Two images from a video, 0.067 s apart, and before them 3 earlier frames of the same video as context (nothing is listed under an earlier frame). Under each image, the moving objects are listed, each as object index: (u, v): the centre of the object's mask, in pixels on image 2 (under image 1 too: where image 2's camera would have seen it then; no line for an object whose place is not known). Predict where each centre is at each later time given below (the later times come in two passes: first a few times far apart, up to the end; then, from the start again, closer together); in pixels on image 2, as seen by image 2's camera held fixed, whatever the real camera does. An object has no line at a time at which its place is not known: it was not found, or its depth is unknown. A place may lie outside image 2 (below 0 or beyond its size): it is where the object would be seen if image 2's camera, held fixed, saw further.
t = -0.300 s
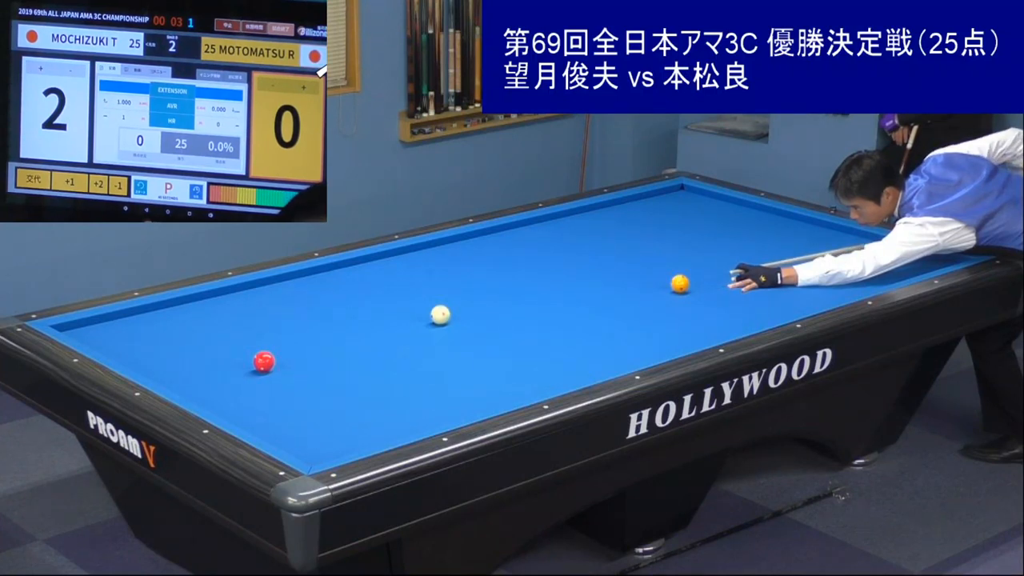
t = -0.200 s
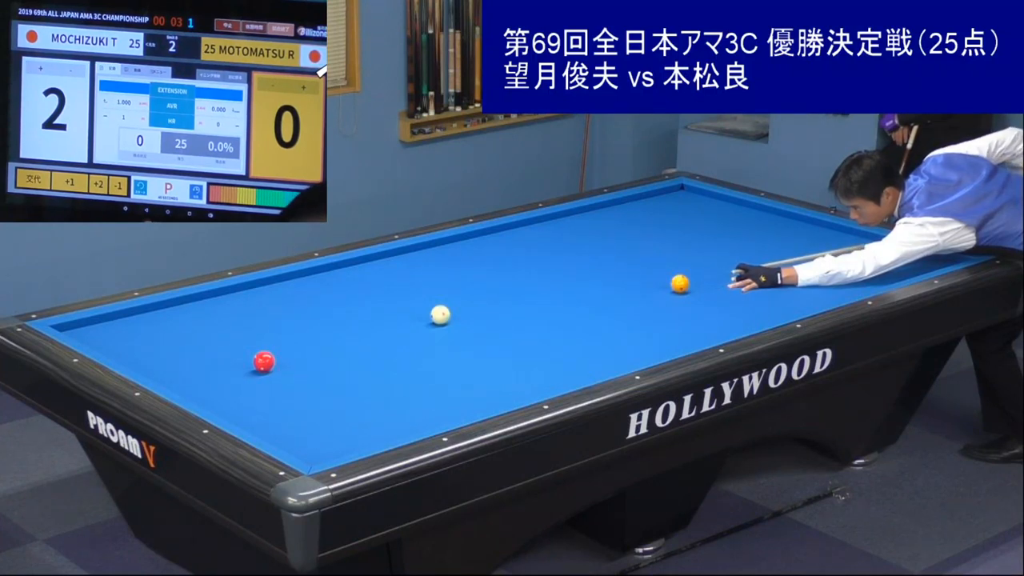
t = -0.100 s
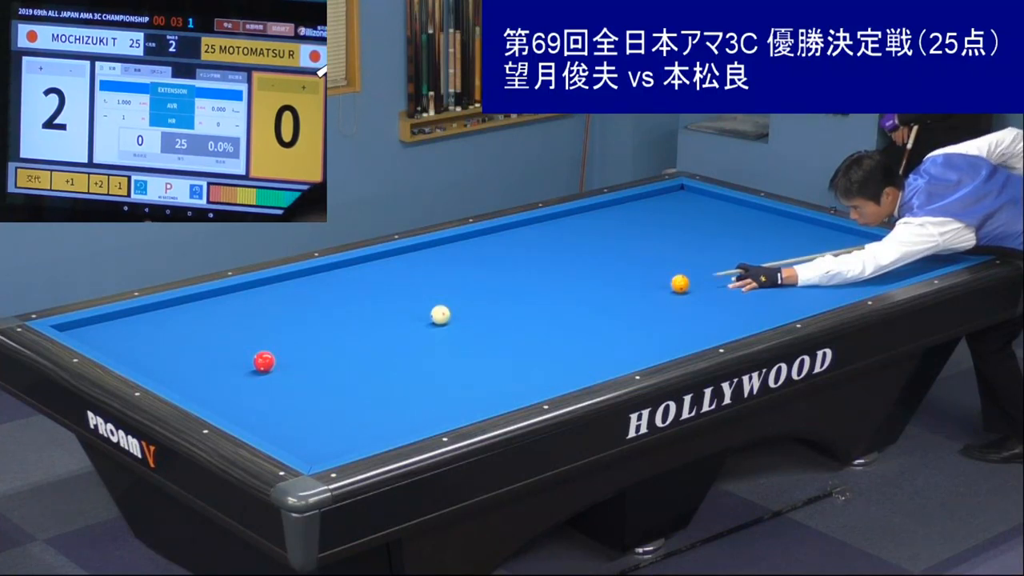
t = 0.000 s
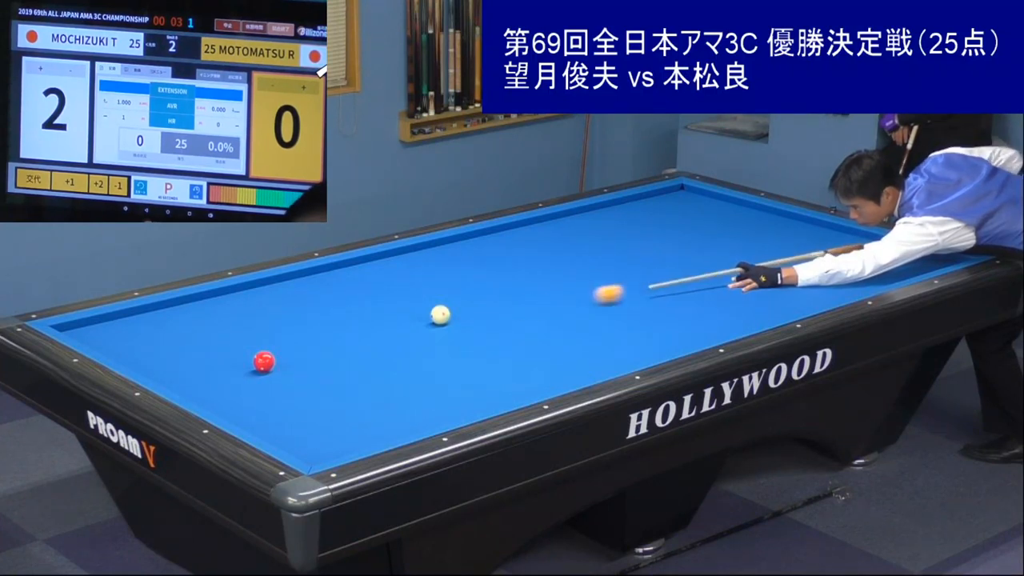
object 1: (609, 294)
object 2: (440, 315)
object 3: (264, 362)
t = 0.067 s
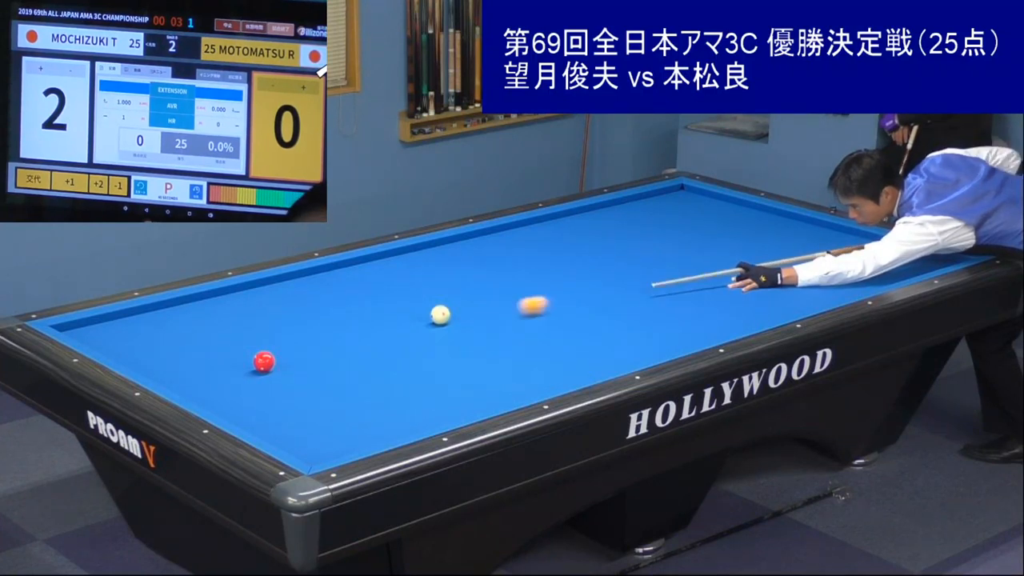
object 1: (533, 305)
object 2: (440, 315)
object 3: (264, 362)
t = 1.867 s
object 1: (809, 266)
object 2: (387, 387)
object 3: (281, 413)
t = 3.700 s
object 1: (502, 250)
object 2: (469, 367)
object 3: (468, 399)
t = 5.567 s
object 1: (261, 323)
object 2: (468, 318)
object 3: (505, 352)
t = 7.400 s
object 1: (277, 380)
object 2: (469, 289)
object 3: (530, 324)
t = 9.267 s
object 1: (502, 386)
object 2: (472, 272)
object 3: (544, 310)
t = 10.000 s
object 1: (558, 380)
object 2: (473, 269)
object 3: (546, 308)
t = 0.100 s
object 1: (495, 311)
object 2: (440, 315)
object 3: (264, 361)
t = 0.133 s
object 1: (459, 318)
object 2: (437, 314)
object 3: (264, 361)
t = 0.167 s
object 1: (442, 327)
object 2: (415, 311)
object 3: (264, 362)
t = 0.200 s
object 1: (427, 337)
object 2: (392, 308)
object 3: (264, 362)
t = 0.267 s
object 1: (393, 356)
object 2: (348, 302)
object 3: (264, 362)
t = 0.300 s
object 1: (375, 367)
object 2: (327, 299)
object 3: (264, 362)
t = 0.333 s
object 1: (355, 377)
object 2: (306, 296)
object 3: (264, 362)
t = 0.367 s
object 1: (335, 388)
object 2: (286, 293)
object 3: (264, 362)
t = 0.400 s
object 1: (313, 399)
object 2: (268, 291)
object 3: (264, 362)
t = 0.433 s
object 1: (291, 411)
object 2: (248, 288)
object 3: (264, 362)
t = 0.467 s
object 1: (267, 422)
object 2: (239, 289)
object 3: (264, 362)
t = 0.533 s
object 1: (292, 423)
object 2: (245, 298)
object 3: (264, 362)
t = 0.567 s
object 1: (321, 418)
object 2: (247, 303)
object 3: (264, 362)
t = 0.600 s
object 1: (351, 413)
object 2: (250, 307)
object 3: (264, 362)
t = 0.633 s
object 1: (378, 408)
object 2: (252, 312)
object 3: (264, 362)
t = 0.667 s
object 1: (405, 404)
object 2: (254, 316)
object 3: (264, 362)
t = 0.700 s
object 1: (432, 399)
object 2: (256, 321)
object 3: (264, 362)
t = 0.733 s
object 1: (457, 395)
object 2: (258, 325)
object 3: (264, 362)
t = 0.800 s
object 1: (505, 387)
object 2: (261, 333)
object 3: (264, 362)
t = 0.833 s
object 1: (528, 384)
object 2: (262, 337)
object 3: (264, 362)
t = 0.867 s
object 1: (551, 380)
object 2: (264, 341)
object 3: (264, 362)
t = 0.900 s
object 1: (572, 375)
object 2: (266, 344)
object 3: (264, 362)
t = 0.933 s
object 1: (593, 371)
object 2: (268, 347)
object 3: (264, 362)
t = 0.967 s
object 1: (608, 367)
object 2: (271, 351)
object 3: (264, 362)
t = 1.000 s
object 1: (617, 362)
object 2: (274, 354)
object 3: (261, 365)
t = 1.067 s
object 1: (635, 353)
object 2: (283, 356)
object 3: (254, 373)
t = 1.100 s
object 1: (644, 348)
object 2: (288, 357)
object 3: (251, 376)
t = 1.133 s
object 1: (652, 344)
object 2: (292, 358)
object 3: (248, 380)
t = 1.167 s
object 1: (660, 340)
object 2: (297, 359)
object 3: (246, 383)
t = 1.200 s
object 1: (668, 335)
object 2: (301, 361)
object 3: (243, 386)
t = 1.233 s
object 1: (676, 332)
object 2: (305, 362)
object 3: (240, 389)
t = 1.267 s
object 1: (684, 328)
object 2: (309, 363)
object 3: (237, 392)
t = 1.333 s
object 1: (700, 320)
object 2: (318, 366)
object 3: (233, 398)
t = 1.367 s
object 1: (707, 317)
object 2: (322, 367)
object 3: (230, 401)
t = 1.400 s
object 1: (714, 313)
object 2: (326, 369)
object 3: (228, 404)
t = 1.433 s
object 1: (722, 309)
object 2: (330, 370)
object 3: (225, 407)
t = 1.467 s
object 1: (729, 306)
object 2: (335, 371)
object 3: (223, 409)
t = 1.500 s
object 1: (736, 302)
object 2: (339, 372)
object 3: (224, 410)
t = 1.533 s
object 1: (743, 299)
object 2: (343, 374)
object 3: (230, 411)
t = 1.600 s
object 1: (757, 292)
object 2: (352, 376)
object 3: (241, 411)
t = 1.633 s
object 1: (764, 288)
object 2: (356, 378)
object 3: (246, 412)
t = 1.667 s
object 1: (771, 285)
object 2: (361, 379)
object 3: (251, 412)
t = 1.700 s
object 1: (777, 281)
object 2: (365, 380)
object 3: (256, 412)
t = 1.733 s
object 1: (784, 278)
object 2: (369, 382)
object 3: (261, 412)
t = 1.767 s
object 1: (790, 275)
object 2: (373, 383)
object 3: (266, 412)
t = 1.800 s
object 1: (797, 272)
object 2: (378, 384)
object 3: (271, 412)
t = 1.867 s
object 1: (809, 266)
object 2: (387, 387)
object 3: (281, 413)
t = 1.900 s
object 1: (816, 263)
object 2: (391, 388)
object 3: (285, 413)
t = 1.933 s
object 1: (821, 260)
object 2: (395, 390)
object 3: (290, 413)
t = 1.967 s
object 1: (828, 257)
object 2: (400, 391)
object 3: (295, 413)
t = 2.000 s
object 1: (833, 254)
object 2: (405, 392)
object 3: (300, 414)
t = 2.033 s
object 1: (839, 251)
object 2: (409, 394)
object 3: (305, 414)
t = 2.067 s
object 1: (845, 248)
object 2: (413, 395)
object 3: (310, 414)
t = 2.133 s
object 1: (856, 243)
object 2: (422, 398)
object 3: (319, 415)
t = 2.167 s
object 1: (862, 240)
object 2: (426, 399)
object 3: (324, 415)
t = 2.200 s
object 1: (868, 237)
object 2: (431, 400)
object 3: (329, 415)
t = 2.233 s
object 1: (868, 235)
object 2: (435, 402)
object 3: (333, 415)
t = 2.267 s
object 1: (858, 236)
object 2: (440, 403)
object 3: (338, 415)
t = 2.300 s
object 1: (847, 237)
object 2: (444, 404)
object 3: (343, 416)
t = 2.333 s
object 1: (837, 238)
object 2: (449, 405)
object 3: (347, 415)
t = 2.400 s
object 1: (818, 239)
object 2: (457, 408)
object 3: (357, 416)
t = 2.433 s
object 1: (808, 239)
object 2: (462, 409)
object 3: (362, 416)
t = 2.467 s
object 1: (799, 240)
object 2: (466, 409)
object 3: (366, 416)
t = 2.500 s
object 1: (791, 240)
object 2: (470, 410)
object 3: (371, 416)
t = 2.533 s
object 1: (783, 240)
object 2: (471, 409)
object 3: (375, 417)
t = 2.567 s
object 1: (775, 241)
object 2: (471, 408)
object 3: (380, 417)
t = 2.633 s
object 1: (758, 241)
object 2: (470, 406)
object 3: (389, 417)
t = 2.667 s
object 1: (750, 241)
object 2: (470, 405)
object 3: (394, 417)
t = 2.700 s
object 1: (742, 242)
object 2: (470, 404)
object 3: (398, 417)
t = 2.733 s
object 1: (734, 242)
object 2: (470, 403)
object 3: (403, 418)
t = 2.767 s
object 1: (726, 242)
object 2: (470, 401)
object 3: (407, 418)
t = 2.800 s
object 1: (718, 242)
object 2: (470, 400)
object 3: (412, 418)
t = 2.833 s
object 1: (710, 243)
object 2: (470, 398)
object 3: (416, 418)
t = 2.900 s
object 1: (694, 243)
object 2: (471, 396)
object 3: (425, 418)
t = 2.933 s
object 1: (686, 244)
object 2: (470, 395)
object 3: (430, 418)
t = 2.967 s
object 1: (678, 244)
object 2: (470, 393)
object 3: (434, 418)
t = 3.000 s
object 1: (669, 244)
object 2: (470, 392)
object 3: (438, 417)
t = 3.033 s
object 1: (662, 244)
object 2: (470, 391)
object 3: (442, 417)
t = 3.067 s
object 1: (654, 245)
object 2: (470, 390)
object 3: (447, 417)
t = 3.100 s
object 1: (646, 245)
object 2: (470, 388)
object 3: (450, 416)
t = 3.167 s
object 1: (629, 245)
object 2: (470, 386)
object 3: (452, 414)
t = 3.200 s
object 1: (621, 246)
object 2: (470, 385)
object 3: (453, 414)
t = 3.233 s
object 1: (613, 246)
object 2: (470, 383)
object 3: (454, 413)
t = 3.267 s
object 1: (605, 246)
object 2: (470, 382)
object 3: (455, 412)
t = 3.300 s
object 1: (598, 246)
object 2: (469, 381)
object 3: (456, 411)
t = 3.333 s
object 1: (589, 247)
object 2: (469, 380)
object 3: (457, 410)
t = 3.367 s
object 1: (581, 247)
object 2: (469, 378)
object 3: (459, 409)
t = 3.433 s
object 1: (566, 247)
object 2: (469, 376)
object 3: (460, 407)
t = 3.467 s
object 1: (558, 248)
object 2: (469, 375)
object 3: (461, 406)
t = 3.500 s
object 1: (550, 248)
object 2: (469, 374)
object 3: (462, 405)
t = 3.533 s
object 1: (542, 248)
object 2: (469, 373)
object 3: (463, 405)
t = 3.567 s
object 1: (534, 248)
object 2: (469, 372)
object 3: (464, 403)
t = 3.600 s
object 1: (526, 249)
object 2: (469, 370)
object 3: (465, 402)
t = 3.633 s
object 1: (518, 249)
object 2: (469, 369)
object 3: (466, 401)
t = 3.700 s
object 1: (502, 250)
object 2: (469, 367)
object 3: (468, 399)
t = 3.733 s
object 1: (494, 250)
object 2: (469, 366)
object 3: (468, 398)
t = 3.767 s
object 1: (487, 250)
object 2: (468, 365)
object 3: (469, 397)
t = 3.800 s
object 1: (478, 250)
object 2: (468, 364)
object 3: (470, 396)
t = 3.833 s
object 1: (471, 251)
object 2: (468, 363)
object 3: (471, 395)
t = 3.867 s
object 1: (463, 251)
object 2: (468, 362)
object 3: (472, 394)
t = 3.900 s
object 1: (455, 251)
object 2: (468, 361)
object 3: (472, 393)
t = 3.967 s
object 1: (439, 252)
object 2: (468, 359)
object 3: (474, 391)
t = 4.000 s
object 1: (432, 252)
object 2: (468, 358)
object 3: (475, 390)
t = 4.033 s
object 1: (423, 252)
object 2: (468, 357)
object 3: (476, 389)
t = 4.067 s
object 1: (416, 252)
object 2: (468, 356)
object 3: (476, 388)
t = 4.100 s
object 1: (408, 252)
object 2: (468, 355)
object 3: (477, 387)
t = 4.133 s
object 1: (400, 253)
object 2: (468, 354)
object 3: (478, 386)
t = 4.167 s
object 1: (392, 253)
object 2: (468, 353)
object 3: (479, 385)
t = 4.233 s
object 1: (386, 256)
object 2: (468, 351)
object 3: (480, 383)
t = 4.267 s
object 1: (384, 258)
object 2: (468, 350)
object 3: (481, 382)
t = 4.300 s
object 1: (381, 259)
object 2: (468, 349)
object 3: (482, 381)
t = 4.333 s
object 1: (378, 261)
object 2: (468, 348)
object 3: (483, 380)
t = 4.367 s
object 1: (375, 262)
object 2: (468, 347)
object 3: (483, 380)
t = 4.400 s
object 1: (372, 264)
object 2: (468, 346)
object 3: (484, 379)
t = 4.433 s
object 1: (369, 266)
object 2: (468, 345)
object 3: (484, 378)
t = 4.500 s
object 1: (363, 269)
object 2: (468, 344)
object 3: (486, 376)
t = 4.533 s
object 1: (360, 270)
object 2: (468, 342)
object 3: (486, 375)
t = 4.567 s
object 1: (357, 272)
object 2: (468, 342)
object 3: (487, 374)
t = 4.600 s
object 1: (354, 273)
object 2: (467, 341)
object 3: (488, 374)
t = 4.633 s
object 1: (351, 275)
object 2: (468, 340)
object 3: (488, 373)
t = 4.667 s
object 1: (348, 277)
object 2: (467, 339)
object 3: (489, 372)
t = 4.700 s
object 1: (345, 278)
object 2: (468, 338)
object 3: (490, 371)
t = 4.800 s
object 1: (335, 283)
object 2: (468, 336)
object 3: (492, 369)
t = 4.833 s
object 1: (332, 285)
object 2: (468, 335)
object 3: (492, 368)
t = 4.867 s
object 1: (329, 286)
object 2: (468, 334)
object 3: (493, 367)
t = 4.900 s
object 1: (326, 288)
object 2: (467, 333)
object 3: (494, 366)
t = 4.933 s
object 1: (323, 290)
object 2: (468, 332)
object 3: (494, 366)
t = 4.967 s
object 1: (320, 291)
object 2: (468, 331)
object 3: (495, 365)
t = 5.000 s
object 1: (317, 293)
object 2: (468, 331)
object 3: (496, 364)
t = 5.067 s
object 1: (310, 296)
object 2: (468, 329)
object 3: (497, 363)
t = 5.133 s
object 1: (304, 300)
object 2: (468, 328)
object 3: (498, 361)
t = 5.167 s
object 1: (300, 302)
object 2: (468, 327)
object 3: (499, 360)
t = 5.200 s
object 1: (297, 303)
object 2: (468, 326)
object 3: (499, 360)
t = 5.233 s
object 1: (294, 305)
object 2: (468, 326)
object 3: (500, 359)
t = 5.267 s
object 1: (291, 307)
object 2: (468, 324)
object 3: (500, 358)
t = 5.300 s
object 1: (287, 309)
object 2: (468, 324)
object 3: (501, 357)
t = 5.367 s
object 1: (281, 312)
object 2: (468, 323)
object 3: (502, 356)
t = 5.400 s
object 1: (277, 314)
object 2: (468, 322)
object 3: (503, 355)
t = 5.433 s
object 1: (274, 316)
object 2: (468, 321)
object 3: (503, 355)
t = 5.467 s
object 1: (271, 318)
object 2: (468, 320)
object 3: (504, 354)
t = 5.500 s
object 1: (267, 319)
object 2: (468, 320)
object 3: (504, 354)
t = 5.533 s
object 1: (264, 321)
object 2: (468, 319)
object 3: (505, 353)
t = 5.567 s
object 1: (261, 323)
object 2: (468, 318)
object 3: (505, 352)
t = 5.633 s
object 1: (254, 326)
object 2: (468, 317)
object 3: (506, 351)
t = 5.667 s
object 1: (250, 328)
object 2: (468, 316)
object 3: (507, 350)
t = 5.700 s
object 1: (247, 330)
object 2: (468, 316)
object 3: (507, 349)
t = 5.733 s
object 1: (243, 332)
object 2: (468, 315)
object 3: (508, 349)
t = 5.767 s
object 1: (240, 334)
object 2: (468, 314)
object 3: (509, 348)
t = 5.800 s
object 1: (236, 336)
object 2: (468, 314)
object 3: (509, 348)
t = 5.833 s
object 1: (233, 337)
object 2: (468, 313)
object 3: (510, 347)
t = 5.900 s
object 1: (226, 341)
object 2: (468, 312)
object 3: (511, 346)
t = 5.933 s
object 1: (223, 343)
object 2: (468, 311)
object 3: (511, 345)
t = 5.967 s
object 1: (219, 345)
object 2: (468, 311)
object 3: (512, 345)
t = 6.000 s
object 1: (216, 347)
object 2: (468, 310)
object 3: (512, 344)
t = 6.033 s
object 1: (212, 349)
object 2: (468, 309)
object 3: (513, 343)
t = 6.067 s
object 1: (208, 350)
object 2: (468, 309)
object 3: (513, 343)
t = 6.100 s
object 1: (205, 352)
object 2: (468, 308)
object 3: (514, 342)
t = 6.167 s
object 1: (197, 356)
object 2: (468, 307)
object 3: (515, 341)
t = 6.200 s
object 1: (194, 358)
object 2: (468, 306)
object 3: (515, 341)
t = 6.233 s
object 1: (190, 360)
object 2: (468, 306)
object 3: (516, 340)
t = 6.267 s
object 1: (187, 362)
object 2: (469, 305)
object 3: (516, 340)
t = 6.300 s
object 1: (183, 364)
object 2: (469, 305)
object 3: (517, 339)
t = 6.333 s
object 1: (179, 366)
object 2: (468, 304)
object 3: (517, 338)
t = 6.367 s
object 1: (176, 368)
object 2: (468, 304)
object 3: (517, 338)
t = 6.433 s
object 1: (168, 372)
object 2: (468, 302)
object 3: (518, 337)
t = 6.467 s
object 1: (165, 374)
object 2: (468, 302)
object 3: (519, 336)
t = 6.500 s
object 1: (161, 375)
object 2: (468, 301)
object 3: (519, 336)
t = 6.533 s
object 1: (158, 376)
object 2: (469, 301)
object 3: (520, 335)
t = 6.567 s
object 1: (162, 377)
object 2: (469, 300)
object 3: (520, 335)
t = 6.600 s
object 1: (167, 377)
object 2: (469, 300)
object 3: (521, 335)
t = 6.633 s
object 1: (172, 378)
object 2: (469, 299)
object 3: (521, 334)
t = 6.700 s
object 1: (182, 378)
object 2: (469, 298)
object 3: (522, 333)
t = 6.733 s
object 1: (186, 378)
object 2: (469, 298)
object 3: (523, 332)
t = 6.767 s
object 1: (191, 378)
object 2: (469, 297)
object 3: (523, 332)
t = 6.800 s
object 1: (195, 378)
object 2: (469, 297)
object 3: (523, 331)
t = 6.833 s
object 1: (200, 379)
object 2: (469, 296)
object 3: (524, 331)
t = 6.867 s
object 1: (205, 379)
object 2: (469, 296)
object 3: (524, 331)
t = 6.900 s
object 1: (209, 379)
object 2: (469, 295)
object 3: (525, 330)
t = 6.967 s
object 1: (219, 379)
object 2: (469, 294)
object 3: (526, 329)
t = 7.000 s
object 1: (223, 379)
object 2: (469, 294)
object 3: (526, 329)
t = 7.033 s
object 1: (228, 379)
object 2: (469, 293)
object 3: (526, 328)
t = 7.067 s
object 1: (232, 379)
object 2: (469, 293)
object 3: (527, 328)
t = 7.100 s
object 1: (237, 380)
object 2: (469, 292)
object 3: (527, 327)
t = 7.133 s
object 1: (241, 380)
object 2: (469, 292)
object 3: (527, 327)
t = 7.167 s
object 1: (246, 379)
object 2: (469, 291)
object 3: (528, 327)
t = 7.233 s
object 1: (255, 380)
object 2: (469, 291)
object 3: (528, 326)
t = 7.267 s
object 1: (259, 380)
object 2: (469, 290)
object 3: (529, 325)
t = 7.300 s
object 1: (264, 380)
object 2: (469, 290)
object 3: (529, 325)
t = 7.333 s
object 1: (268, 380)
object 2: (469, 289)
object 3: (529, 325)
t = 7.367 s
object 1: (273, 380)
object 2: (469, 289)
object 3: (530, 324)
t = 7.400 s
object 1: (277, 380)
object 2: (469, 289)
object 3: (530, 324)
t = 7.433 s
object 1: (282, 381)
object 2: (469, 288)
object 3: (531, 324)
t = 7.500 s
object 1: (290, 381)
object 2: (469, 287)
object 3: (531, 323)
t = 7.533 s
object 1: (295, 381)
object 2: (469, 287)
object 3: (532, 323)
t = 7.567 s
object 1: (299, 381)
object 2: (469, 287)
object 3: (532, 322)
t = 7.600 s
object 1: (303, 381)
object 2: (469, 286)
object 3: (532, 322)
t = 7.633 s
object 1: (308, 381)
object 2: (469, 286)
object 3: (533, 322)
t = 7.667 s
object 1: (312, 381)
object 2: (469, 286)
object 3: (533, 321)
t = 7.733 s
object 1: (320, 381)
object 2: (469, 285)
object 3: (533, 320)
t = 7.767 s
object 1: (325, 381)
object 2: (469, 284)
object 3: (534, 320)
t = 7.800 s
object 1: (329, 382)
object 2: (469, 284)
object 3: (534, 320)
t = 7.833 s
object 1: (333, 382)
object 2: (469, 284)
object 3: (534, 320)
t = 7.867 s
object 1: (337, 382)
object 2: (469, 283)
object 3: (535, 319)
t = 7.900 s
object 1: (341, 382)
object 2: (469, 283)
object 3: (535, 319)
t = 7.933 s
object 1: (346, 382)
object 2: (469, 283)
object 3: (535, 319)
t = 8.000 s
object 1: (354, 382)
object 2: (470, 282)
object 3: (536, 318)
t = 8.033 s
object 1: (358, 382)
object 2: (470, 282)
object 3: (536, 318)
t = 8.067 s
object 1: (362, 382)
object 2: (470, 281)
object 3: (536, 317)
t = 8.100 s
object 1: (366, 383)
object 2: (470, 281)
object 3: (537, 317)
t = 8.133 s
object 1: (371, 383)
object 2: (470, 281)
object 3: (537, 317)
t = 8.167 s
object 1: (375, 383)
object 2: (470, 280)
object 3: (537, 316)
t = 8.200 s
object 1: (379, 383)
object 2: (470, 280)
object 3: (537, 316)
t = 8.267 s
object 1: (387, 383)
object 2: (470, 279)
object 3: (538, 316)
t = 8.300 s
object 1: (391, 383)
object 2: (470, 279)
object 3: (538, 315)
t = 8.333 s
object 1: (395, 383)
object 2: (470, 279)
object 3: (538, 315)
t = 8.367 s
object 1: (399, 383)
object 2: (470, 278)
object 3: (538, 315)
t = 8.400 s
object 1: (403, 383)
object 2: (470, 278)
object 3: (538, 315)
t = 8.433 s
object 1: (407, 384)
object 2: (470, 278)
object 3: (539, 314)
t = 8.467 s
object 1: (411, 384)
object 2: (470, 278)
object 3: (539, 314)
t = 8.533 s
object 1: (419, 384)
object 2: (470, 277)
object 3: (540, 314)
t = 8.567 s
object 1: (423, 384)
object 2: (471, 277)
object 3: (540, 314)
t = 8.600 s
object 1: (427, 384)
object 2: (471, 276)
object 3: (540, 313)
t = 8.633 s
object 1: (431, 384)
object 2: (471, 276)
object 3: (540, 313)
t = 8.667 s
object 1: (434, 384)
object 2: (471, 276)
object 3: (541, 313)
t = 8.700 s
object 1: (438, 384)
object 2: (471, 276)
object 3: (541, 313)
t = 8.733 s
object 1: (442, 384)
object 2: (471, 276)
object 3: (541, 313)
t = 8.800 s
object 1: (450, 385)
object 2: (471, 275)
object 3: (541, 312)
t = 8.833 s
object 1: (454, 385)
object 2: (471, 275)
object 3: (542, 312)
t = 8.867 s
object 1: (457, 385)
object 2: (471, 275)
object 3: (542, 312)
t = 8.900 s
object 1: (461, 385)
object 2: (471, 274)
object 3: (542, 311)
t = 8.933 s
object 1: (465, 385)
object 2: (471, 274)
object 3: (542, 311)
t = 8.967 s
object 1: (469, 385)
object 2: (471, 274)
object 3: (542, 311)
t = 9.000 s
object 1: (472, 385)
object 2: (471, 274)
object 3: (543, 311)
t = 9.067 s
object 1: (480, 385)
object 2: (472, 273)
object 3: (543, 311)
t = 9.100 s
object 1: (484, 385)
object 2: (472, 273)
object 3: (543, 310)
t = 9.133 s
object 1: (487, 386)
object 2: (472, 273)
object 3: (543, 310)
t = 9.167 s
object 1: (491, 385)
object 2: (472, 273)
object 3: (544, 310)
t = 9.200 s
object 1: (495, 386)
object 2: (472, 273)
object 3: (544, 310)
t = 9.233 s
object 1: (498, 386)
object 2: (472, 272)
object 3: (544, 310)
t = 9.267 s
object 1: (502, 386)
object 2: (472, 272)
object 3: (544, 310)
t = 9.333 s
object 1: (509, 386)
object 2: (472, 272)
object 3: (544, 309)
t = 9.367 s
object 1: (513, 386)
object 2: (472, 272)
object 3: (545, 309)
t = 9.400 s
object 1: (516, 386)
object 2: (472, 272)
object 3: (545, 309)
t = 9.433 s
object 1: (520, 386)
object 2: (472, 272)
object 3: (545, 309)
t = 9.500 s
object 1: (527, 386)
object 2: (472, 271)
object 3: (545, 309)
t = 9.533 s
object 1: (530, 386)
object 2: (472, 271)
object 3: (545, 309)
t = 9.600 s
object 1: (537, 385)
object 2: (473, 271)
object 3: (546, 308)
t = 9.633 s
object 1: (540, 385)
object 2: (473, 270)
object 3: (546, 308)
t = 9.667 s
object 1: (544, 385)
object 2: (473, 270)
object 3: (545, 308)
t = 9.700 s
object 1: (547, 385)
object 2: (473, 270)
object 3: (546, 308)
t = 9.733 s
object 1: (550, 384)
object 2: (473, 270)
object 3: (546, 308)
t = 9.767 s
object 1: (554, 384)
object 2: (473, 270)
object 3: (546, 308)
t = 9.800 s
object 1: (554, 384)
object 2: (473, 270)
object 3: (546, 308)
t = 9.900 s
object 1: (556, 382)
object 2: (473, 269)
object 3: (546, 308)
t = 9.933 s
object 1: (557, 381)
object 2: (473, 269)
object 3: (546, 308)
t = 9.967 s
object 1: (557, 381)
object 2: (473, 269)
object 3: (546, 308)
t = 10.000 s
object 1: (558, 380)
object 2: (473, 269)
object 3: (546, 308)
